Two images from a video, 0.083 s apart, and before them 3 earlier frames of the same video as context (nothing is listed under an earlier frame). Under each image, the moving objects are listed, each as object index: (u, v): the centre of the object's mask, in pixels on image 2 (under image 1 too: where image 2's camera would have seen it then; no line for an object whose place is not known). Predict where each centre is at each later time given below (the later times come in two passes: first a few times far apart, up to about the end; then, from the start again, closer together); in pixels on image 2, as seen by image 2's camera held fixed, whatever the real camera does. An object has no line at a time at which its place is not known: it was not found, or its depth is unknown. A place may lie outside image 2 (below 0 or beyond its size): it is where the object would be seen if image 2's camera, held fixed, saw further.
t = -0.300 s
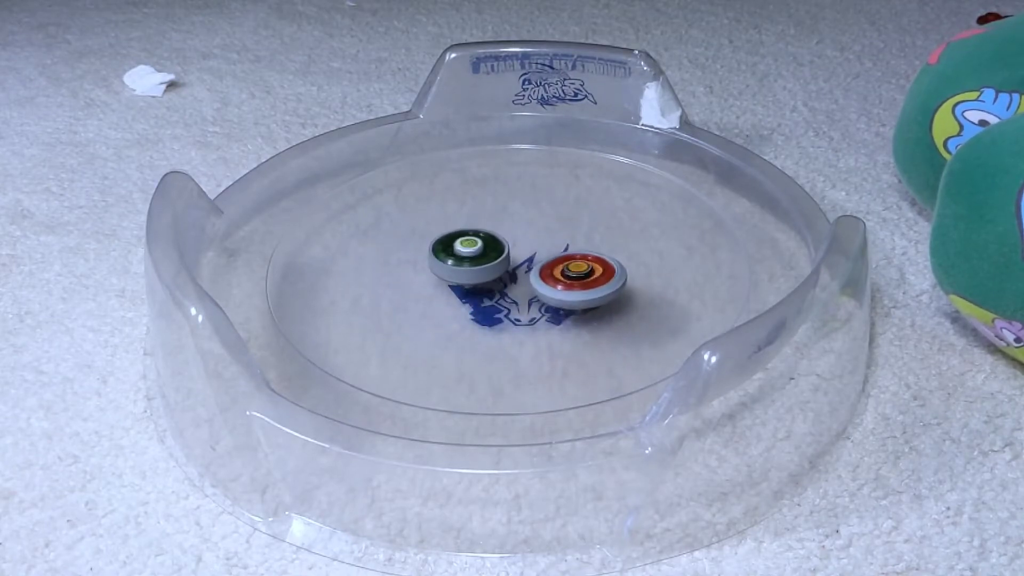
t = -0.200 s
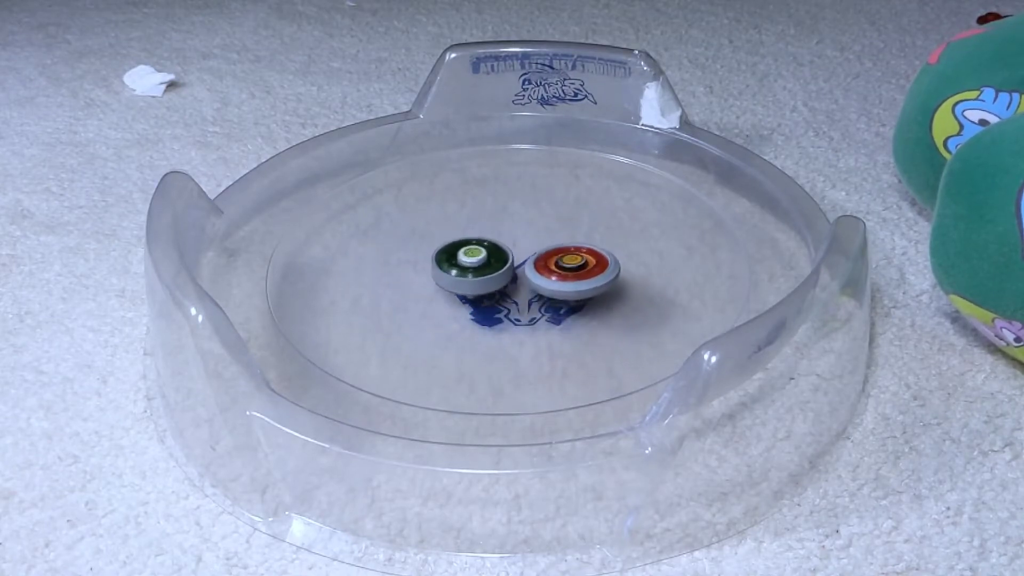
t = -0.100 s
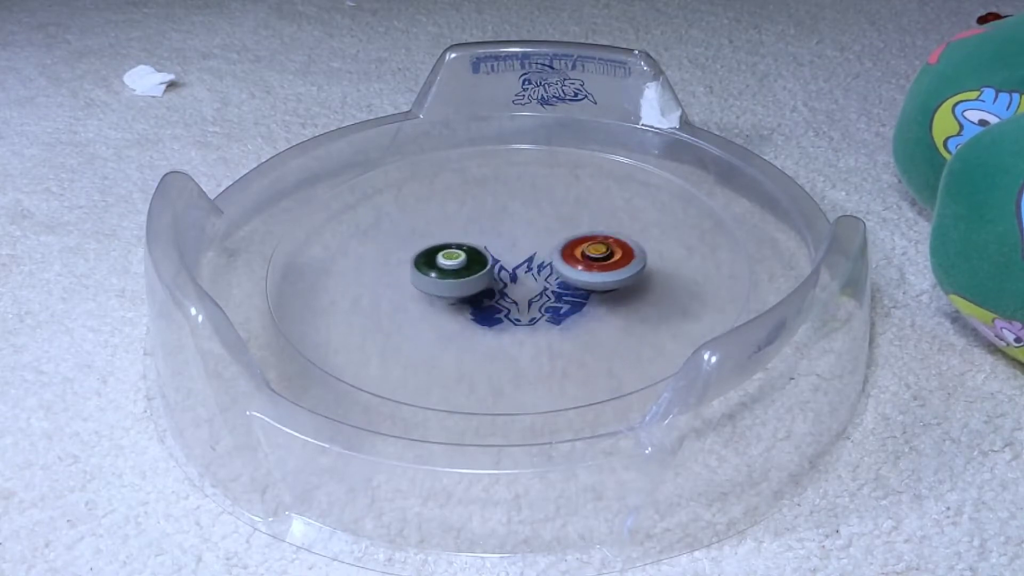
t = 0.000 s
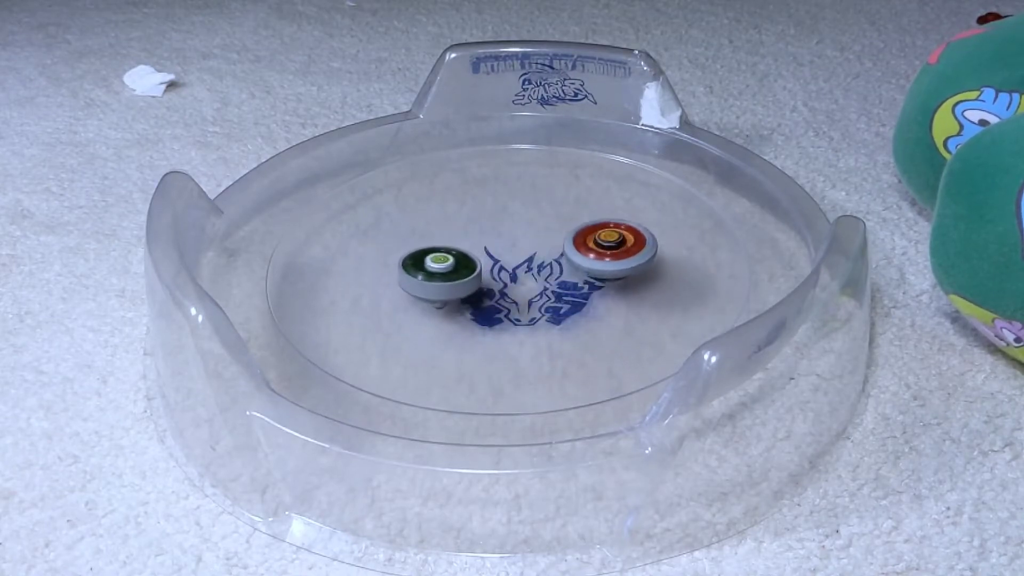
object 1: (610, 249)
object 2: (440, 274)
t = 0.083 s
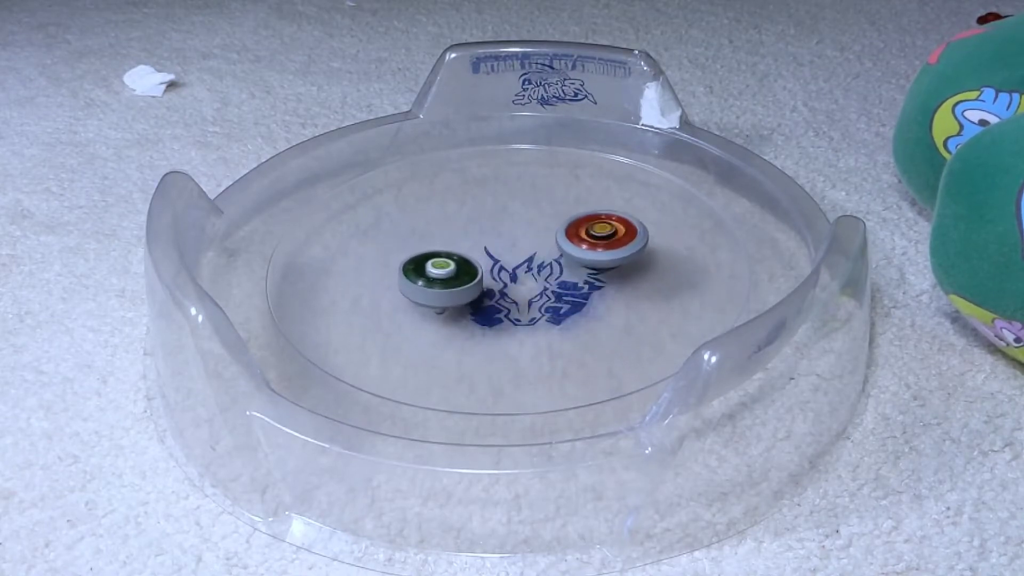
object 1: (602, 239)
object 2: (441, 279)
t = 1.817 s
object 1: (303, 163)
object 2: (735, 254)
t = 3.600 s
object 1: (713, 227)
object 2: (366, 247)
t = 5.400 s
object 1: (428, 280)
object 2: (548, 247)
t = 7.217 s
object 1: (622, 261)
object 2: (452, 236)
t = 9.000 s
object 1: (509, 234)
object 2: (528, 296)
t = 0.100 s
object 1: (600, 237)
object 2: (441, 281)
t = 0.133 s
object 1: (595, 235)
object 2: (444, 282)
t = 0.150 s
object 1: (592, 233)
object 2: (446, 283)
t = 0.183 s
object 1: (587, 230)
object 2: (451, 284)
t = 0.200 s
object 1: (584, 230)
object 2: (454, 285)
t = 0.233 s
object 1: (578, 228)
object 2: (461, 284)
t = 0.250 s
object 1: (575, 227)
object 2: (465, 284)
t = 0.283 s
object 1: (568, 226)
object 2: (470, 283)
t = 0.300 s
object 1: (564, 225)
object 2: (473, 281)
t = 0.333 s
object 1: (557, 224)
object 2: (479, 279)
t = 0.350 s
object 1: (553, 224)
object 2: (481, 278)
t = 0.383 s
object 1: (546, 224)
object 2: (486, 275)
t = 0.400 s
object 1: (542, 224)
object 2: (488, 274)
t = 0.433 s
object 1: (537, 224)
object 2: (494, 270)
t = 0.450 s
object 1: (537, 221)
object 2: (490, 274)
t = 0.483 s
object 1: (563, 187)
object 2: (459, 295)
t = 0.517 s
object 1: (582, 157)
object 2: (433, 310)
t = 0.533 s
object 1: (590, 145)
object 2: (423, 316)
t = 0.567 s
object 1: (601, 122)
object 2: (407, 325)
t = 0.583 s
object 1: (602, 112)
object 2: (403, 329)
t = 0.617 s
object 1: (596, 111)
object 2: (402, 331)
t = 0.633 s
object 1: (592, 117)
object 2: (404, 334)
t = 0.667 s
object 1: (580, 119)
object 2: (408, 337)
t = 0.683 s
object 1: (575, 123)
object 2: (410, 337)
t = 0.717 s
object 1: (559, 132)
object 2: (418, 339)
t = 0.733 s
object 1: (552, 137)
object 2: (422, 341)
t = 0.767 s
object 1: (537, 144)
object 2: (430, 342)
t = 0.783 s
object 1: (531, 148)
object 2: (435, 343)
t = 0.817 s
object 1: (519, 156)
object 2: (445, 343)
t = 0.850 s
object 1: (508, 163)
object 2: (455, 343)
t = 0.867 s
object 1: (503, 167)
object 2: (461, 343)
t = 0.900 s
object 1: (495, 174)
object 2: (471, 342)
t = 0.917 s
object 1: (491, 178)
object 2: (477, 340)
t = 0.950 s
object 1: (485, 185)
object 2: (489, 338)
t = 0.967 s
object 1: (483, 189)
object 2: (493, 337)
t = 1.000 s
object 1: (478, 195)
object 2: (502, 333)
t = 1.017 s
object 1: (476, 199)
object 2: (506, 331)
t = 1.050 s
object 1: (473, 207)
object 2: (513, 326)
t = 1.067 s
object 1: (472, 211)
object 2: (517, 323)
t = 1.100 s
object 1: (471, 218)
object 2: (523, 317)
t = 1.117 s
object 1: (471, 222)
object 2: (526, 314)
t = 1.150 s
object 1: (471, 229)
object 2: (531, 307)
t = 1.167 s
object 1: (471, 232)
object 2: (533, 305)
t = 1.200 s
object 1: (472, 240)
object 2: (536, 298)
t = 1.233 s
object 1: (475, 246)
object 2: (539, 291)
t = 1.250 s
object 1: (476, 249)
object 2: (540, 289)
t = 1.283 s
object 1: (472, 246)
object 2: (551, 290)
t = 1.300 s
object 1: (453, 231)
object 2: (574, 298)
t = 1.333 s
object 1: (424, 203)
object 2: (610, 308)
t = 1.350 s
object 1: (410, 190)
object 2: (629, 313)
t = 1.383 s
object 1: (390, 168)
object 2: (660, 318)
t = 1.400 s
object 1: (381, 159)
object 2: (670, 317)
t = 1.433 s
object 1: (368, 144)
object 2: (687, 315)
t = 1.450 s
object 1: (362, 138)
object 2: (693, 314)
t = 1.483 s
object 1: (355, 133)
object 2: (704, 308)
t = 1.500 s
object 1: (352, 132)
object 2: (708, 305)
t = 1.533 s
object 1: (346, 133)
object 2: (716, 299)
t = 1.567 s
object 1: (339, 134)
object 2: (724, 293)
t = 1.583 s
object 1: (336, 135)
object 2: (726, 290)
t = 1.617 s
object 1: (329, 138)
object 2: (729, 284)
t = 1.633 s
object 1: (325, 140)
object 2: (730, 281)
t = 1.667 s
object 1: (318, 143)
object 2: (731, 276)
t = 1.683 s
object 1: (316, 145)
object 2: (732, 273)
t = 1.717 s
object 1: (311, 149)
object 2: (734, 268)
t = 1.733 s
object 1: (309, 152)
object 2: (734, 265)
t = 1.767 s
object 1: (306, 156)
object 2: (734, 261)
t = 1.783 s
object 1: (305, 159)
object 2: (736, 259)
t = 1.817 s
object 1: (303, 163)
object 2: (735, 254)
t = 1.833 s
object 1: (303, 165)
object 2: (734, 251)
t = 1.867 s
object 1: (304, 171)
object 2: (733, 247)
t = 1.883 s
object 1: (304, 174)
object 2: (731, 246)
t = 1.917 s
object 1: (307, 182)
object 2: (727, 243)
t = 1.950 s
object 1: (312, 193)
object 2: (720, 240)
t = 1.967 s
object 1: (315, 198)
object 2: (717, 238)
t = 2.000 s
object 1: (321, 208)
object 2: (709, 236)
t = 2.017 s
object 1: (324, 212)
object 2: (705, 234)
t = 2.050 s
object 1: (333, 220)
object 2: (695, 233)
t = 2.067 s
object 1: (338, 225)
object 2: (689, 232)
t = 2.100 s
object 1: (348, 233)
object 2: (678, 230)
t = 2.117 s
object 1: (354, 238)
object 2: (673, 229)
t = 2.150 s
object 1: (367, 247)
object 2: (661, 228)
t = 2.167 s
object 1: (374, 251)
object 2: (655, 228)
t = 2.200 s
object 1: (390, 260)
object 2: (643, 227)
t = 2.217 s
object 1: (399, 263)
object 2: (637, 227)
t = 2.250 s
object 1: (416, 269)
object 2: (625, 226)
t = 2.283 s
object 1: (435, 276)
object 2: (613, 226)
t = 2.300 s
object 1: (445, 278)
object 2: (608, 225)
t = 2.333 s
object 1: (465, 283)
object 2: (595, 225)
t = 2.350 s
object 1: (475, 284)
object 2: (589, 224)
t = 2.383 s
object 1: (493, 286)
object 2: (578, 224)
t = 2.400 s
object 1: (502, 287)
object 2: (571, 224)
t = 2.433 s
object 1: (521, 287)
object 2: (560, 223)
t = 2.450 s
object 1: (530, 287)
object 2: (555, 222)
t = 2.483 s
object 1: (547, 285)
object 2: (544, 222)
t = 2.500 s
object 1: (556, 284)
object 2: (538, 221)
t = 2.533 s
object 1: (570, 282)
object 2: (528, 222)
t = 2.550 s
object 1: (577, 280)
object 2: (522, 221)
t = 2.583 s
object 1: (590, 277)
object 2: (512, 220)
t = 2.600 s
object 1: (595, 275)
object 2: (508, 219)
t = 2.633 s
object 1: (606, 271)
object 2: (499, 217)
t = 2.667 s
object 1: (614, 266)
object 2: (490, 216)
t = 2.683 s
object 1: (619, 265)
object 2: (486, 216)
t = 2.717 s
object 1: (626, 261)
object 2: (478, 215)
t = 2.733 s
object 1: (629, 259)
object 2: (474, 215)
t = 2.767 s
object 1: (635, 256)
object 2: (466, 214)
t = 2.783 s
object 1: (637, 254)
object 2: (464, 213)
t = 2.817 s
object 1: (642, 251)
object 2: (458, 213)
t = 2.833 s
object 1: (643, 250)
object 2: (454, 213)
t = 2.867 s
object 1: (646, 247)
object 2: (448, 213)
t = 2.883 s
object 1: (647, 246)
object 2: (445, 213)
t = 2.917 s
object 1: (649, 244)
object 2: (440, 213)
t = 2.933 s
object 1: (649, 242)
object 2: (437, 212)
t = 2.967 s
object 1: (649, 241)
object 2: (433, 212)
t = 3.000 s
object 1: (648, 239)
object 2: (428, 213)
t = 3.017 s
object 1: (647, 239)
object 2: (425, 213)
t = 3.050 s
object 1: (645, 238)
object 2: (422, 214)
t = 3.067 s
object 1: (644, 237)
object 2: (421, 215)
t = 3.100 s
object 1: (641, 237)
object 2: (419, 218)
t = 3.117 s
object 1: (640, 237)
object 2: (418, 218)
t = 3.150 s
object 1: (635, 236)
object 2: (420, 222)
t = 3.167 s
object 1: (633, 236)
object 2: (420, 225)
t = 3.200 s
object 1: (627, 237)
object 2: (424, 228)
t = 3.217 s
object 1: (624, 236)
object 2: (427, 230)
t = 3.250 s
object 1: (618, 237)
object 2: (432, 235)
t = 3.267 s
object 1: (615, 238)
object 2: (434, 236)
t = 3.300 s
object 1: (607, 239)
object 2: (442, 241)
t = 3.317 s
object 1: (604, 240)
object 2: (445, 243)
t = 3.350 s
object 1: (597, 242)
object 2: (453, 246)
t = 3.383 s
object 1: (589, 244)
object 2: (461, 249)
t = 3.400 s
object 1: (585, 244)
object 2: (466, 250)
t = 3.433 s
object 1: (577, 245)
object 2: (475, 253)
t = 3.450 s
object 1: (573, 246)
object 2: (478, 254)
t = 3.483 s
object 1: (600, 245)
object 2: (456, 254)
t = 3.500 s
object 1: (623, 243)
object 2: (437, 254)
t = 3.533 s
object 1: (661, 238)
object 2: (403, 251)
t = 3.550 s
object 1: (680, 234)
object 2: (390, 249)
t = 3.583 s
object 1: (705, 229)
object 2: (371, 246)
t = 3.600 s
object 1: (713, 227)
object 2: (366, 247)
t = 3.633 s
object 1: (722, 226)
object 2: (363, 249)
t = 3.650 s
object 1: (724, 225)
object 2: (363, 250)
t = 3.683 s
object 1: (724, 223)
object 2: (365, 254)
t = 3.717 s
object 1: (721, 220)
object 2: (367, 259)
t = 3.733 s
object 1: (719, 219)
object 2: (368, 262)
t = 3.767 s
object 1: (714, 218)
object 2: (370, 266)
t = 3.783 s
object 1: (711, 217)
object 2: (372, 268)
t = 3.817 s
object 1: (706, 216)
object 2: (376, 272)
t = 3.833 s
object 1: (703, 216)
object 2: (377, 274)
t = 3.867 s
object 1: (696, 214)
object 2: (382, 278)
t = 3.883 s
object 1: (692, 214)
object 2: (385, 280)
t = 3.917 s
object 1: (683, 214)
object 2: (391, 284)
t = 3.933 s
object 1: (678, 214)
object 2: (394, 285)
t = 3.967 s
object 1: (668, 214)
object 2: (402, 288)
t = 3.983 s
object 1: (663, 214)
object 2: (407, 290)
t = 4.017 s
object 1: (652, 214)
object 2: (416, 293)
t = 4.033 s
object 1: (646, 215)
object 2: (420, 294)
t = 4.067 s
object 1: (634, 215)
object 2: (430, 295)
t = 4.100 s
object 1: (622, 217)
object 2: (441, 296)
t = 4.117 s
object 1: (615, 218)
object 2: (446, 297)
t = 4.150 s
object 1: (602, 220)
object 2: (458, 297)
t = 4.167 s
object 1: (596, 221)
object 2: (464, 297)
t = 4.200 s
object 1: (583, 222)
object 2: (475, 296)
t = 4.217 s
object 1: (576, 223)
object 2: (479, 295)
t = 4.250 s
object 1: (563, 225)
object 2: (489, 294)
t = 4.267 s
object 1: (557, 227)
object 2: (495, 293)
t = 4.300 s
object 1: (544, 229)
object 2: (505, 290)
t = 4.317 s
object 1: (538, 231)
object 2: (509, 289)
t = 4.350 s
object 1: (526, 232)
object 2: (517, 286)
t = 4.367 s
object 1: (517, 231)
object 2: (522, 284)
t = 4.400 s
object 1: (503, 233)
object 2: (530, 282)
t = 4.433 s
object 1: (491, 236)
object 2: (536, 279)
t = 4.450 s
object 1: (486, 239)
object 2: (538, 278)
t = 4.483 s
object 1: (475, 242)
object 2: (544, 275)
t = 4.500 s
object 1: (470, 243)
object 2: (547, 273)
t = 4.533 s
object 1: (460, 245)
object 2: (553, 270)
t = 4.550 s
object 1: (454, 247)
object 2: (554, 269)
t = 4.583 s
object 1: (446, 249)
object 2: (558, 266)
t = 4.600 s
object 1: (443, 250)
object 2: (561, 265)
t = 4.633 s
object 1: (435, 251)
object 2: (565, 262)
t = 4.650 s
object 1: (432, 253)
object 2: (566, 260)
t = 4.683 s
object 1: (426, 255)
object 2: (569, 258)
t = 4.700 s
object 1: (423, 256)
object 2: (571, 257)
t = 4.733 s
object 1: (418, 258)
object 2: (574, 255)
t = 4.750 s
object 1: (416, 258)
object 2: (574, 253)
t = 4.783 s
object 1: (411, 259)
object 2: (577, 251)
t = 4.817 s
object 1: (407, 261)
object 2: (579, 248)
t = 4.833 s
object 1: (406, 262)
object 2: (581, 247)
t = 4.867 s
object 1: (403, 263)
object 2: (582, 245)
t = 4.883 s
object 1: (402, 264)
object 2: (581, 244)
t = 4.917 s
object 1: (401, 266)
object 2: (581, 242)
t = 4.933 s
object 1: (400, 266)
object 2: (581, 241)
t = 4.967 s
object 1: (400, 267)
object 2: (580, 240)
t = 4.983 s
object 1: (400, 268)
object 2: (578, 239)
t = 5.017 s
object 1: (401, 269)
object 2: (575, 238)
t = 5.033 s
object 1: (402, 270)
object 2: (573, 238)
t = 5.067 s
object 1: (405, 270)
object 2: (569, 238)
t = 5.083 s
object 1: (406, 271)
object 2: (566, 238)
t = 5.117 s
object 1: (409, 272)
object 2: (561, 240)
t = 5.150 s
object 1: (414, 273)
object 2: (555, 241)
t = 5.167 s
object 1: (417, 273)
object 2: (553, 242)
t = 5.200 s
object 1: (422, 274)
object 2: (547, 244)
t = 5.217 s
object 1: (426, 275)
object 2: (544, 245)
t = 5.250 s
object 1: (432, 275)
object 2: (539, 247)
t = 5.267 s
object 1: (435, 275)
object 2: (536, 248)
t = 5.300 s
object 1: (442, 275)
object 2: (531, 251)
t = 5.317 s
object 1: (445, 275)
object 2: (528, 251)
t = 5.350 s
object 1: (439, 277)
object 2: (535, 250)
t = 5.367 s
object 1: (432, 279)
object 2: (542, 249)
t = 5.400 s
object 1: (428, 280)
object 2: (548, 247)
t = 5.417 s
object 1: (429, 281)
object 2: (549, 246)
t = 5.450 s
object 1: (434, 282)
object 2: (551, 245)
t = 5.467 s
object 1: (437, 282)
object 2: (552, 245)
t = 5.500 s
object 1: (443, 283)
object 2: (552, 244)
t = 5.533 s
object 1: (450, 284)
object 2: (551, 244)
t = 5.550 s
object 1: (453, 284)
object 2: (550, 243)
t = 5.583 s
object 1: (460, 284)
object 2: (548, 244)
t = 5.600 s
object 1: (464, 284)
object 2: (548, 244)
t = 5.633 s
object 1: (471, 283)
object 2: (546, 244)
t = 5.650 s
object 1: (474, 283)
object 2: (544, 245)
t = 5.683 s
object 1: (473, 285)
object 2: (547, 243)
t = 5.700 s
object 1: (462, 290)
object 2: (559, 236)
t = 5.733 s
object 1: (443, 297)
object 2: (575, 226)
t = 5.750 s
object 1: (436, 299)
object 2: (581, 222)
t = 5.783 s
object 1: (430, 304)
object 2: (587, 216)
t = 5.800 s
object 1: (431, 305)
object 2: (590, 214)
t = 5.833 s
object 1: (436, 308)
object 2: (590, 211)
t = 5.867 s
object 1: (442, 310)
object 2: (589, 210)
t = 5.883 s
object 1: (445, 311)
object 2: (589, 210)
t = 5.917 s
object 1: (452, 312)
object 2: (587, 208)
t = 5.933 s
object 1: (456, 313)
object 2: (586, 207)
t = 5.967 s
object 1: (463, 314)
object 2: (584, 206)
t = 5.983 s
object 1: (466, 314)
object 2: (584, 205)
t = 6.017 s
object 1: (474, 314)
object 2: (582, 204)
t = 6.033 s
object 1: (478, 315)
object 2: (580, 204)
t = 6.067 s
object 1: (485, 314)
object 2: (577, 205)
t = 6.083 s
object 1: (488, 314)
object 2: (575, 206)
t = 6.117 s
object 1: (495, 313)
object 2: (572, 208)
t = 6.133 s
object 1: (500, 312)
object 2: (569, 211)
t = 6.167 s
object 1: (506, 311)
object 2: (565, 214)
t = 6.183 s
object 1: (510, 310)
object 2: (563, 216)
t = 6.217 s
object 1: (517, 308)
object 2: (558, 220)
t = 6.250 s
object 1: (523, 305)
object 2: (553, 224)
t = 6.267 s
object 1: (525, 304)
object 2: (551, 227)
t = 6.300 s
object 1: (532, 301)
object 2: (547, 231)
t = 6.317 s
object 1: (534, 299)
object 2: (544, 232)
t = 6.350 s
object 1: (539, 296)
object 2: (540, 237)
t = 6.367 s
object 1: (541, 294)
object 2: (538, 238)
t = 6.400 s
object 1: (546, 290)
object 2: (534, 240)
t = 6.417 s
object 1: (548, 291)
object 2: (531, 240)
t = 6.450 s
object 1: (552, 292)
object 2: (527, 241)
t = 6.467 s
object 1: (553, 292)
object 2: (526, 240)
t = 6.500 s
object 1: (558, 289)
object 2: (521, 242)
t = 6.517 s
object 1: (560, 288)
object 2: (519, 243)
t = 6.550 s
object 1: (564, 286)
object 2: (514, 246)
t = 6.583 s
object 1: (569, 285)
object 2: (509, 248)
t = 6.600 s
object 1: (579, 289)
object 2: (502, 244)
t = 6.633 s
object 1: (595, 295)
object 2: (488, 238)
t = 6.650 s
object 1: (601, 296)
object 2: (483, 235)
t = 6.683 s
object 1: (612, 297)
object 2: (477, 233)
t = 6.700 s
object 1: (615, 296)
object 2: (474, 234)
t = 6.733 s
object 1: (622, 294)
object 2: (469, 234)
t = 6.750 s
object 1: (626, 292)
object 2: (467, 233)
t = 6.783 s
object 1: (632, 289)
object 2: (463, 233)
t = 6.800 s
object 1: (634, 288)
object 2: (461, 234)
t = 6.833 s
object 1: (639, 286)
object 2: (457, 234)
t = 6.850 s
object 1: (640, 284)
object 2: (454, 234)
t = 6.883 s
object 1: (643, 282)
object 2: (450, 234)
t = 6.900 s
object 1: (644, 280)
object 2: (449, 233)
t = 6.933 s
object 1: (646, 278)
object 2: (446, 233)
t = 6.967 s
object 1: (646, 275)
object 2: (443, 233)
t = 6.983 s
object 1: (646, 274)
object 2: (443, 233)
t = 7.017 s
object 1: (645, 272)
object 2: (442, 233)
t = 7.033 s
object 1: (644, 270)
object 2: (440, 233)
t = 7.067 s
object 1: (642, 269)
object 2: (440, 233)
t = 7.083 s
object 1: (640, 268)
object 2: (440, 233)
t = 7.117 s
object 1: (637, 266)
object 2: (441, 233)
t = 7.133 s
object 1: (635, 265)
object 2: (442, 234)
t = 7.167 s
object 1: (630, 263)
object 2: (446, 234)
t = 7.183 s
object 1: (628, 262)
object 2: (447, 235)
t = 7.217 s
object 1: (622, 261)
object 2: (452, 236)
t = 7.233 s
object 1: (619, 260)
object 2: (455, 236)
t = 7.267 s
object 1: (614, 259)
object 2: (461, 237)
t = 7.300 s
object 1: (607, 257)
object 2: (467, 239)
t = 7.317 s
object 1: (604, 256)
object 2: (471, 240)
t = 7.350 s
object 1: (597, 256)
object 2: (478, 242)
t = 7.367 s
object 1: (592, 255)
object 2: (480, 243)
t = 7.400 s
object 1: (584, 252)
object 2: (487, 244)
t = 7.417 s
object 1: (580, 251)
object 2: (490, 244)
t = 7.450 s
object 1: (586, 251)
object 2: (482, 243)
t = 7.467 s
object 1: (590, 251)
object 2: (478, 242)
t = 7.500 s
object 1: (594, 250)
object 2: (472, 240)
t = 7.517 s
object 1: (593, 250)
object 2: (471, 240)
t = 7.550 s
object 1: (589, 249)
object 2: (472, 241)
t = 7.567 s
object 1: (587, 248)
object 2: (473, 242)
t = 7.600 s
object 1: (582, 246)
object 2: (476, 244)
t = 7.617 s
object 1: (580, 246)
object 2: (479, 246)
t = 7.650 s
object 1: (574, 244)
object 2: (482, 249)
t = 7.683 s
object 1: (577, 243)
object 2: (478, 251)
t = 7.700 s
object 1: (604, 239)
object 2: (456, 251)
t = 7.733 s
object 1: (653, 231)
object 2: (417, 247)
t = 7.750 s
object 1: (672, 226)
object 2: (401, 245)
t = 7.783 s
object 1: (704, 219)
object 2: (378, 243)
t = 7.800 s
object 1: (715, 216)
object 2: (370, 243)
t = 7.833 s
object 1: (732, 212)
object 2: (362, 243)
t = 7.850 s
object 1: (737, 209)
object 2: (361, 244)
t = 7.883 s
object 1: (737, 205)
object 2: (359, 245)
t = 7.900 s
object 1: (734, 206)
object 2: (358, 247)
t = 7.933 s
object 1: (721, 207)
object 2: (358, 248)
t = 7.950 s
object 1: (714, 207)
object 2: (357, 249)
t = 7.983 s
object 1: (704, 207)
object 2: (357, 250)
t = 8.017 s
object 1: (692, 209)
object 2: (357, 251)
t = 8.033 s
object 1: (687, 209)
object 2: (356, 251)
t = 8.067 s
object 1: (678, 210)
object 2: (357, 253)
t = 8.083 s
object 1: (674, 211)
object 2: (357, 252)
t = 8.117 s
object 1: (666, 213)
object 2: (358, 254)
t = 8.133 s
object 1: (663, 213)
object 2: (361, 255)
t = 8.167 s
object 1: (656, 214)
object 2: (366, 255)
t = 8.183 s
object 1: (653, 215)
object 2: (369, 256)
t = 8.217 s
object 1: (648, 216)
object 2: (378, 258)
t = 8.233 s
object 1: (646, 216)
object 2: (382, 258)
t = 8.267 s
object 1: (640, 219)
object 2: (391, 260)
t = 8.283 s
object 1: (637, 220)
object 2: (396, 261)
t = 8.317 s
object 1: (632, 222)
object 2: (406, 263)
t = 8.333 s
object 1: (628, 223)
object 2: (412, 264)
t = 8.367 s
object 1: (621, 225)
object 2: (421, 265)
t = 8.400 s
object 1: (614, 228)
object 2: (430, 266)
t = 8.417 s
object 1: (609, 229)
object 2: (437, 267)
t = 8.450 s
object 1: (602, 232)
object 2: (447, 267)
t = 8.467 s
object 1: (598, 233)
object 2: (450, 268)
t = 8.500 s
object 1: (589, 236)
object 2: (462, 269)
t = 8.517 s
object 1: (585, 238)
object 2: (467, 269)
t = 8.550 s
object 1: (575, 241)
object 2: (477, 270)
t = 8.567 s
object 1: (571, 242)
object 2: (483, 271)
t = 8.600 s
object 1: (567, 240)
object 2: (485, 273)
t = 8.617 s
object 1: (571, 238)
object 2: (483, 276)
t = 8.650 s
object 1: (575, 234)
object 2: (481, 279)
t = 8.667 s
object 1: (574, 234)
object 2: (482, 280)
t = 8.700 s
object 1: (569, 233)
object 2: (487, 281)
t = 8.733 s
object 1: (563, 233)
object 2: (494, 283)
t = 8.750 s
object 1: (560, 232)
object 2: (496, 283)
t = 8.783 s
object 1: (554, 233)
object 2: (503, 285)
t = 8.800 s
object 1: (550, 232)
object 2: (504, 286)
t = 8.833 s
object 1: (542, 232)
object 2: (510, 288)
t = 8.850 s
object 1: (538, 232)
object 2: (513, 288)
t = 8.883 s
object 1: (532, 233)
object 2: (516, 290)
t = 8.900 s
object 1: (529, 233)
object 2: (520, 291)
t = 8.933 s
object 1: (523, 235)
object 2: (523, 293)
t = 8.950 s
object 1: (521, 235)
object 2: (524, 294)
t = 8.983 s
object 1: (512, 234)
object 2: (528, 295)
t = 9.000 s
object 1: (509, 234)
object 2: (528, 296)
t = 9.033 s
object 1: (502, 234)
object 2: (531, 297)
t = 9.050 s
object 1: (499, 234)
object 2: (532, 297)
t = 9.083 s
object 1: (494, 234)
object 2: (534, 299)
